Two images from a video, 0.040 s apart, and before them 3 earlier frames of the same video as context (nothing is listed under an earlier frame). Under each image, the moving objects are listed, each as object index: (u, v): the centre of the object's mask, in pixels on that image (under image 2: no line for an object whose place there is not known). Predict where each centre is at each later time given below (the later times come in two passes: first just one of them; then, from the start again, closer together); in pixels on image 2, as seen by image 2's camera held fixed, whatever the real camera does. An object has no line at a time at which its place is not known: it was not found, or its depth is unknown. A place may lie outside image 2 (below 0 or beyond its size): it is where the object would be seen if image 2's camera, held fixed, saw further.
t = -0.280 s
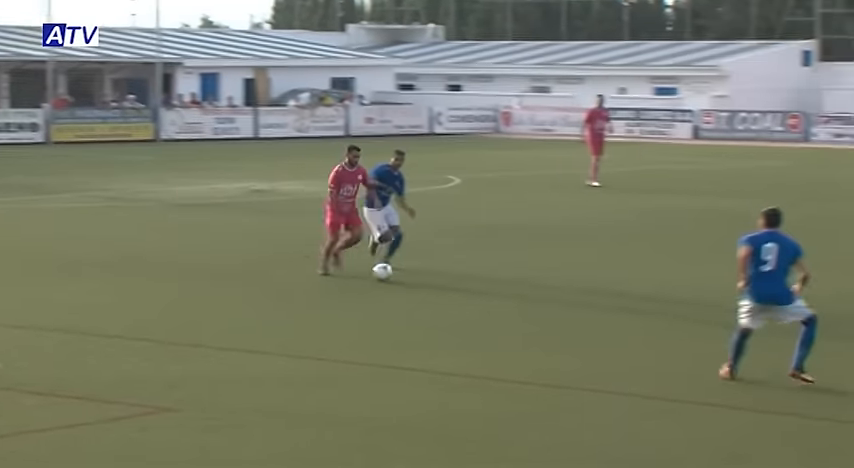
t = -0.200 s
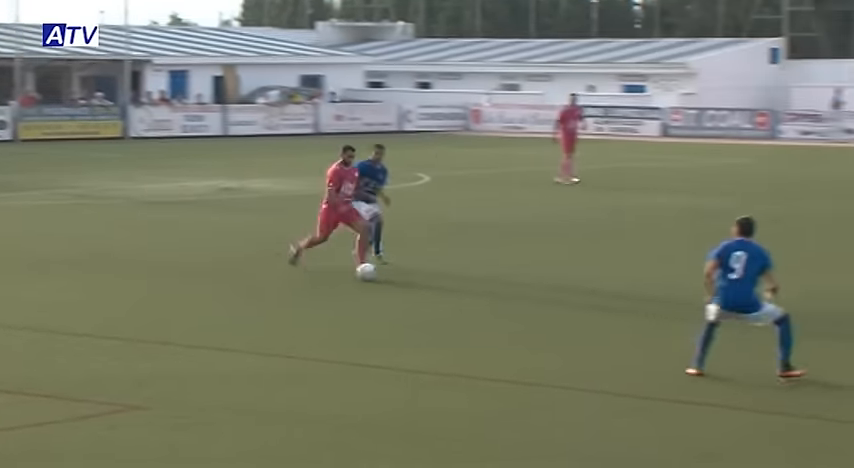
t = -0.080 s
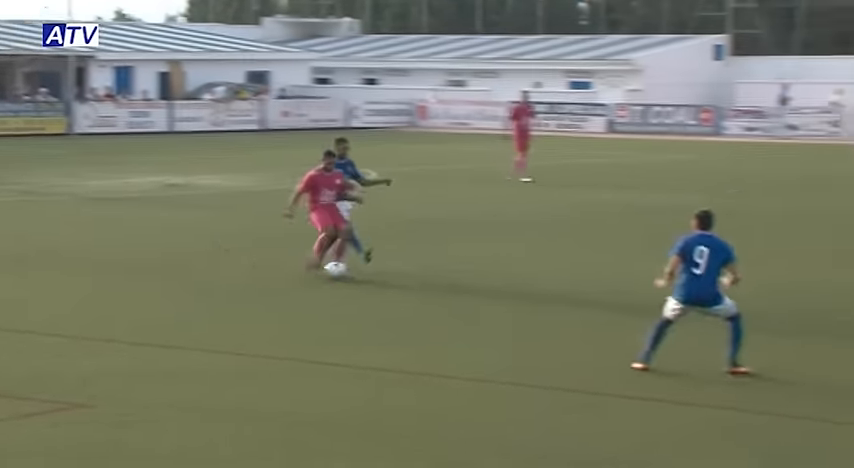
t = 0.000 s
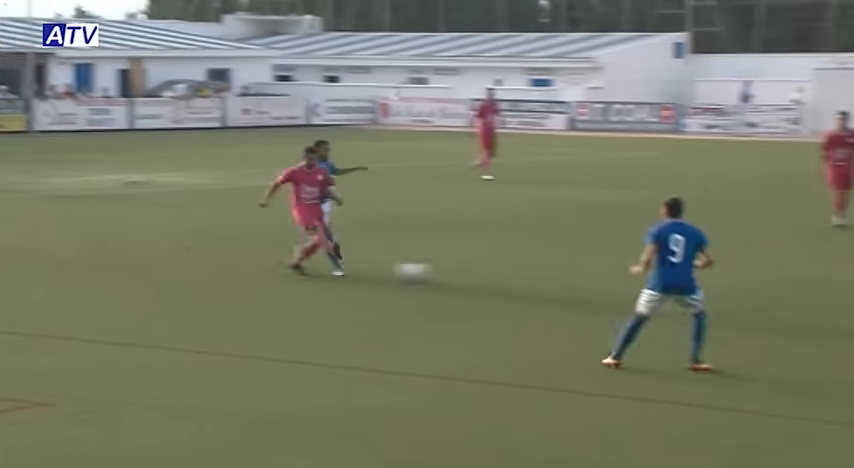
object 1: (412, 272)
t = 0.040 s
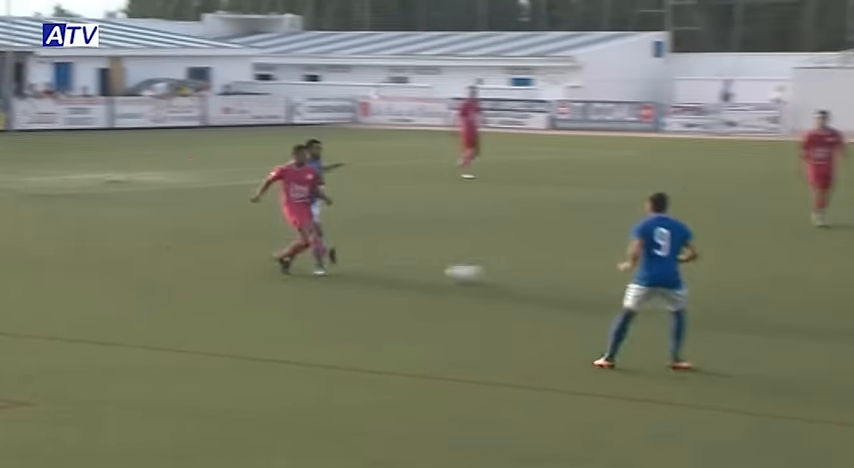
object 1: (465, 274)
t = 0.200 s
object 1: (754, 286)
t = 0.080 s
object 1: (538, 276)
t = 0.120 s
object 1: (609, 278)
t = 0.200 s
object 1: (754, 286)
